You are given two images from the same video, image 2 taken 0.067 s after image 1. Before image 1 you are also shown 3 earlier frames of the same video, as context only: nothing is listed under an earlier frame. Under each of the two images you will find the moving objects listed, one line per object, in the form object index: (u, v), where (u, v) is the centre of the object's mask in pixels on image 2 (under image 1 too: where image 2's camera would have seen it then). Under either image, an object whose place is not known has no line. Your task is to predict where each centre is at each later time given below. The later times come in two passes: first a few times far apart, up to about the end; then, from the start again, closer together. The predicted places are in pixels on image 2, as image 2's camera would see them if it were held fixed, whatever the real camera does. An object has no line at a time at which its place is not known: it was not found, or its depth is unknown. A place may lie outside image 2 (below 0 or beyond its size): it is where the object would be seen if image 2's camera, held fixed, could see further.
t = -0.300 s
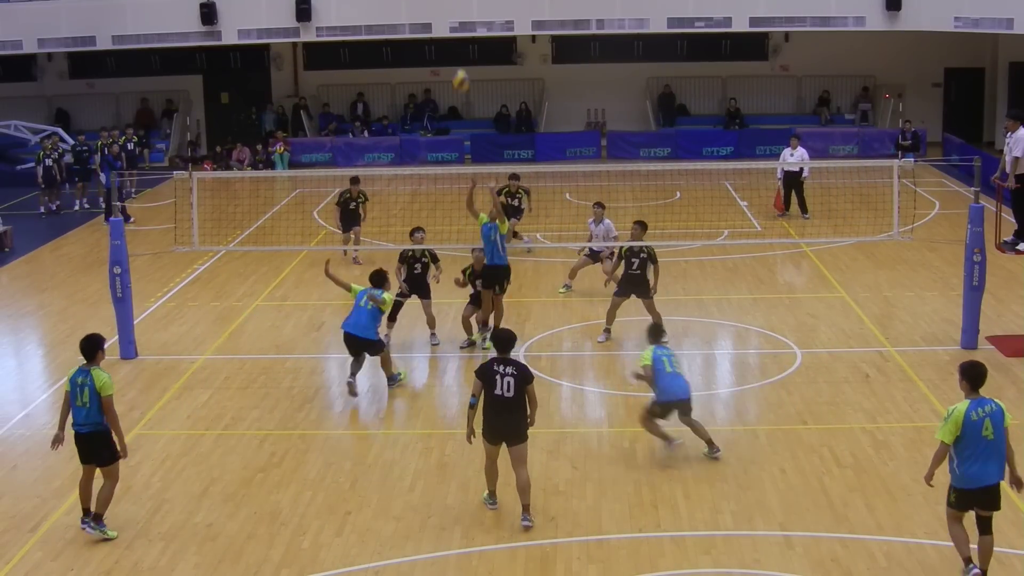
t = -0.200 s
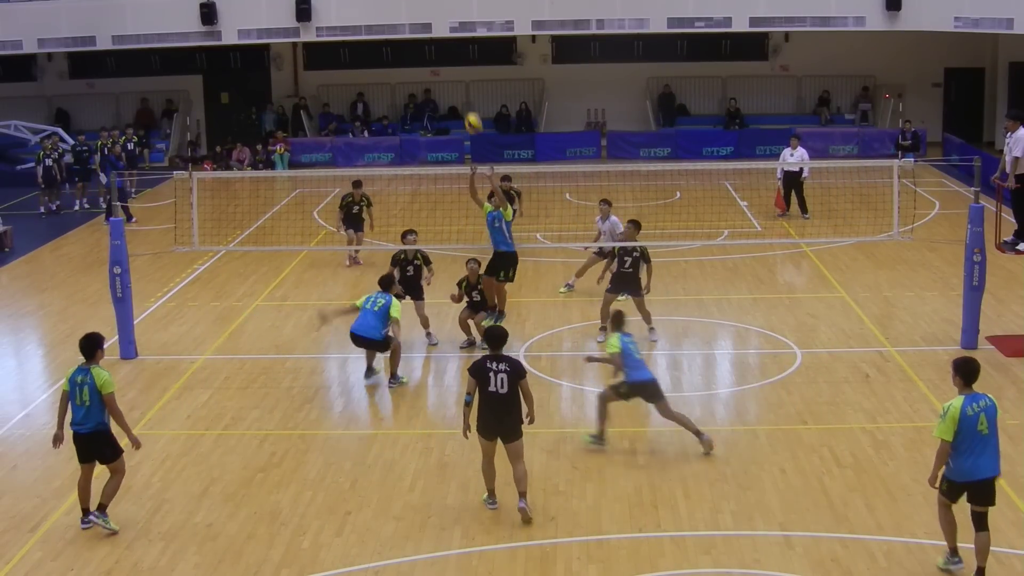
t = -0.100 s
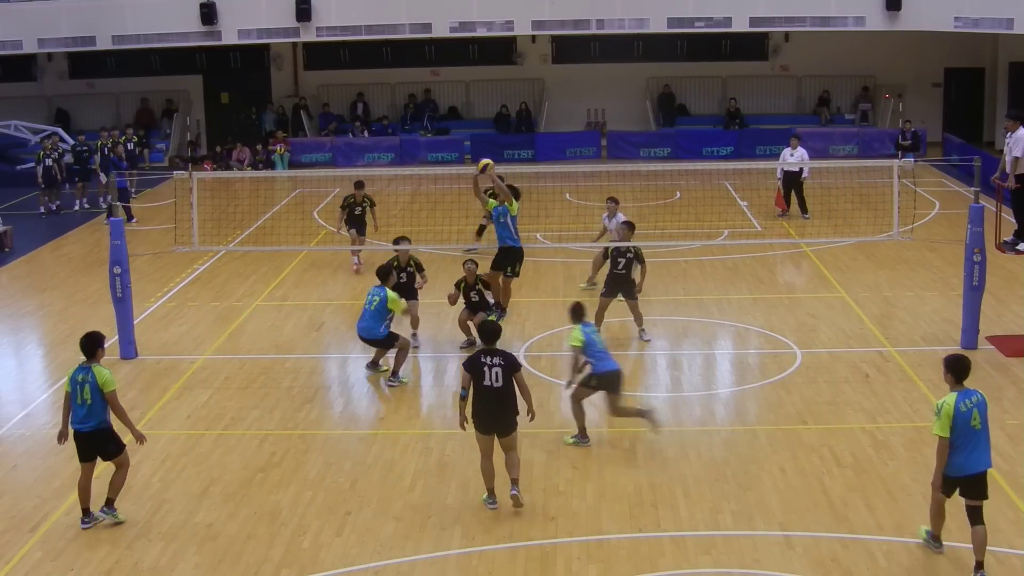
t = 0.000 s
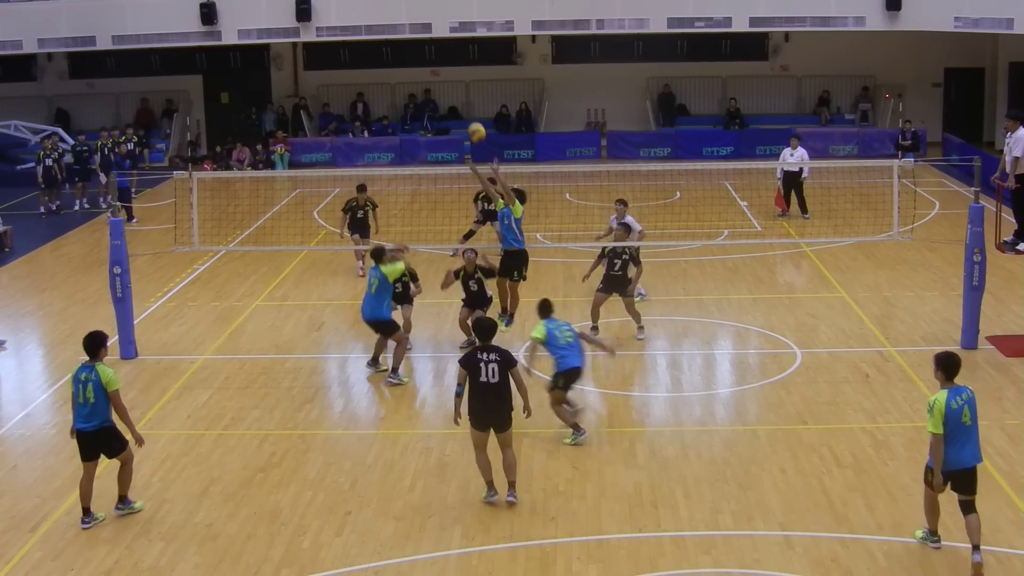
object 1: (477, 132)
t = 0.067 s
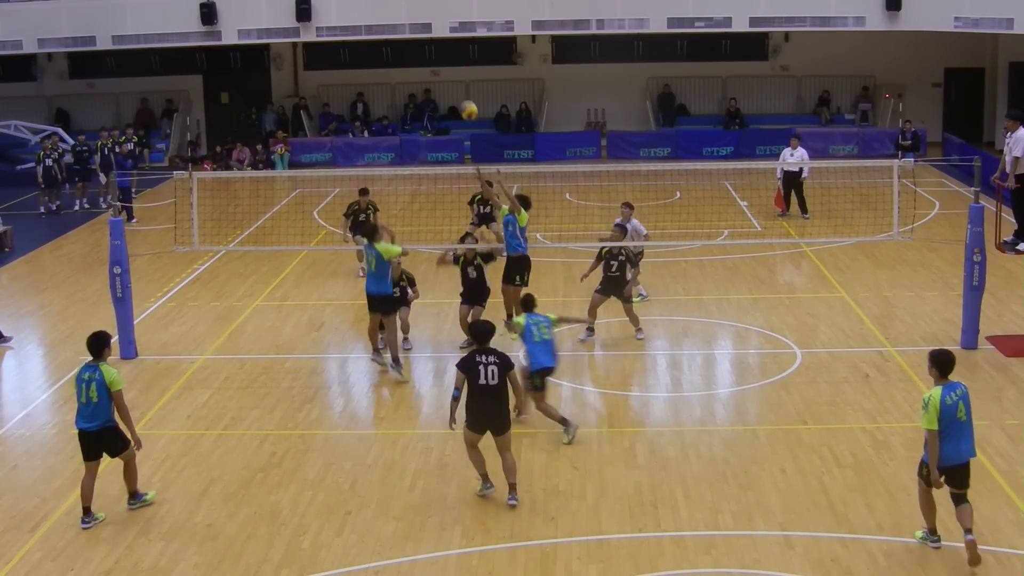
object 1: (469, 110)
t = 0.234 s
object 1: (449, 71)
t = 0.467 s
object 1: (423, 53)
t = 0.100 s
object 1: (465, 101)
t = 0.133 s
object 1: (461, 92)
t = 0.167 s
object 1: (457, 85)
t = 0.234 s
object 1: (449, 71)
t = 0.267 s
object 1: (445, 66)
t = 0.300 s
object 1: (441, 61)
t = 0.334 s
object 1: (438, 58)
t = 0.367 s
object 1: (434, 55)
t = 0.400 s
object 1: (430, 53)
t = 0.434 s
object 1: (426, 53)
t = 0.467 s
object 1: (423, 53)
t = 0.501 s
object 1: (419, 53)
